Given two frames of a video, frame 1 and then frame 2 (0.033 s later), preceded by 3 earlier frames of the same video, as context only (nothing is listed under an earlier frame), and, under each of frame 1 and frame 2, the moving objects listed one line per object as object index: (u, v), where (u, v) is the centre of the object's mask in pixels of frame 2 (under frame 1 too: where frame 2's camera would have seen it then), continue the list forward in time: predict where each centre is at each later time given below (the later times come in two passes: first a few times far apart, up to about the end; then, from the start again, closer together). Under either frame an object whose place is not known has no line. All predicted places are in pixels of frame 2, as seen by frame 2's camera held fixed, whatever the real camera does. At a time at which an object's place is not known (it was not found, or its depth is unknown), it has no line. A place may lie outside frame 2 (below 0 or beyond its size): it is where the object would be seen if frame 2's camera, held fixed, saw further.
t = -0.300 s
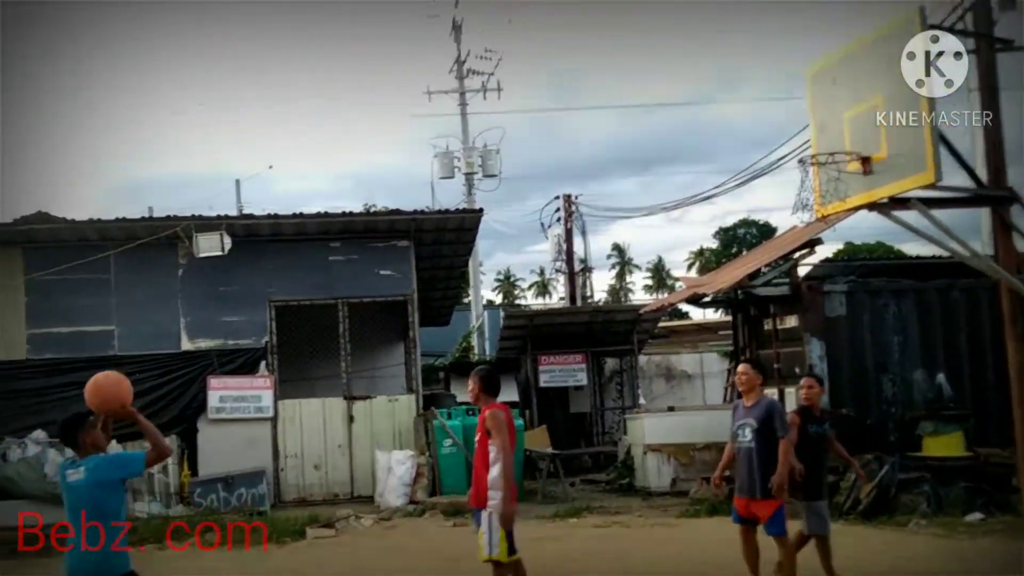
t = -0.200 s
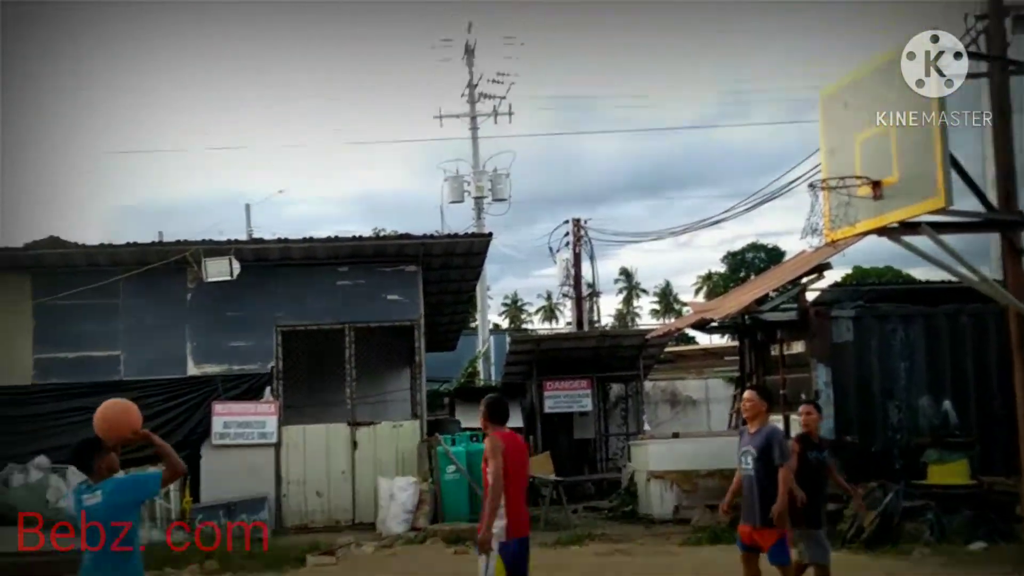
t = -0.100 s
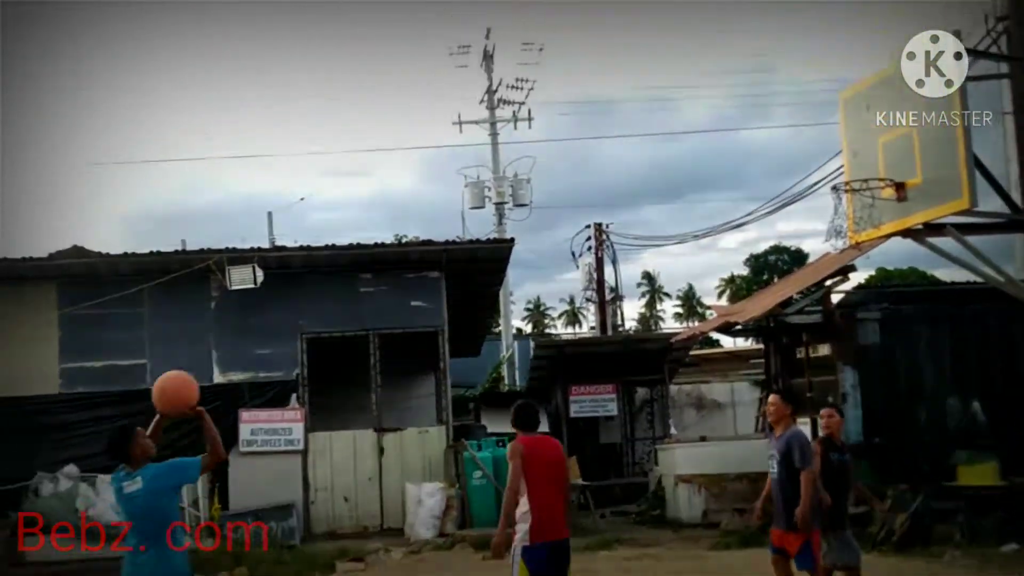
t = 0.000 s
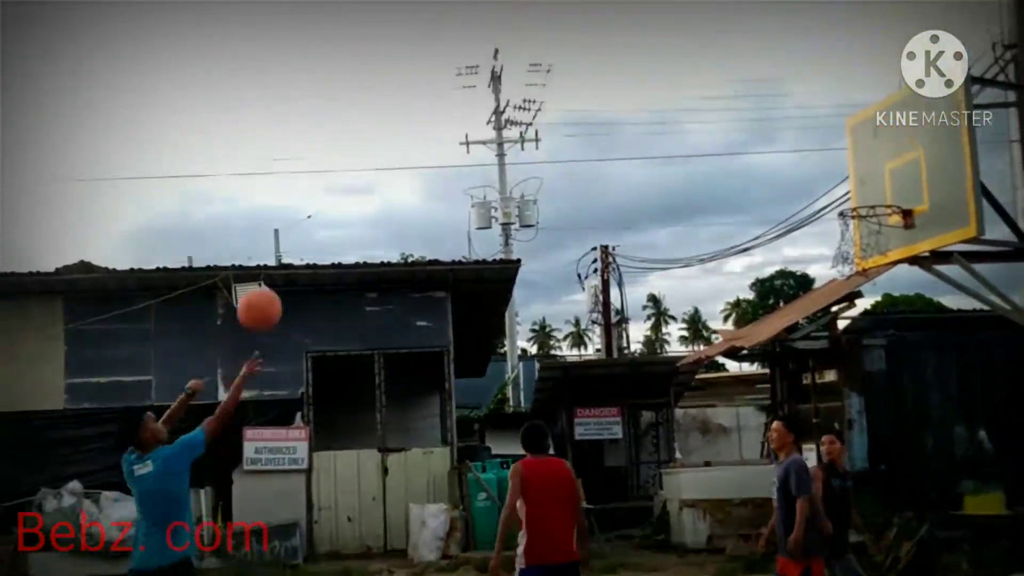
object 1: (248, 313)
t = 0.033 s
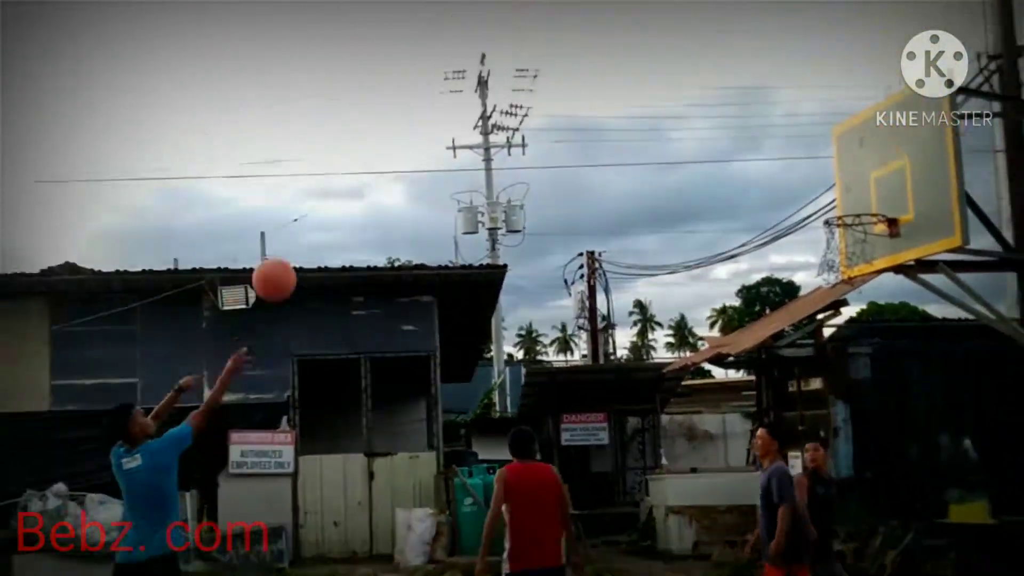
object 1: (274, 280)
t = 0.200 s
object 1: (409, 161)
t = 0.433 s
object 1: (566, 94)
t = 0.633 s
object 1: (686, 105)
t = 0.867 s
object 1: (807, 183)
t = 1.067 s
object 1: (860, 194)
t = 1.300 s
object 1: (773, 202)
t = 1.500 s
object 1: (702, 267)
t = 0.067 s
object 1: (302, 251)
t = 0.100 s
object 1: (330, 225)
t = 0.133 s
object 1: (358, 202)
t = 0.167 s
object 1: (385, 181)
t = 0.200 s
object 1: (409, 161)
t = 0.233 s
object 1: (432, 146)
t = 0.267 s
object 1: (455, 132)
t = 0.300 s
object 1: (477, 121)
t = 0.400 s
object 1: (546, 99)
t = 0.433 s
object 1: (566, 94)
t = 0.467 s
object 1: (587, 92)
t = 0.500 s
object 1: (609, 91)
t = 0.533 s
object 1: (629, 93)
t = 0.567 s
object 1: (649, 96)
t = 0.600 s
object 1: (668, 100)
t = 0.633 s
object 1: (686, 105)
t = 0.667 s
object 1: (703, 111)
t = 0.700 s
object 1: (722, 120)
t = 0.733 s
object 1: (740, 130)
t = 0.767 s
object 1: (756, 142)
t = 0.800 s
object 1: (772, 155)
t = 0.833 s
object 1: (790, 168)
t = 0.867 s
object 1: (807, 183)
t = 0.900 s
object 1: (825, 199)
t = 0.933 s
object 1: (839, 203)
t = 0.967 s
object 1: (849, 200)
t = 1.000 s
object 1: (858, 199)
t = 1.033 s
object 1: (868, 199)
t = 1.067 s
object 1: (860, 194)
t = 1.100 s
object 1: (848, 190)
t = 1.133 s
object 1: (836, 188)
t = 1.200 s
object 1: (812, 189)
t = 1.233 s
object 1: (800, 194)
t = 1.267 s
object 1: (786, 198)
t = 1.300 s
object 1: (773, 202)
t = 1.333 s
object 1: (761, 210)
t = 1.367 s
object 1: (750, 219)
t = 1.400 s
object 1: (740, 228)
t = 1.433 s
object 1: (727, 239)
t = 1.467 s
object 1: (714, 252)
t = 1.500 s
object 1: (702, 267)
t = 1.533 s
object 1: (691, 283)
